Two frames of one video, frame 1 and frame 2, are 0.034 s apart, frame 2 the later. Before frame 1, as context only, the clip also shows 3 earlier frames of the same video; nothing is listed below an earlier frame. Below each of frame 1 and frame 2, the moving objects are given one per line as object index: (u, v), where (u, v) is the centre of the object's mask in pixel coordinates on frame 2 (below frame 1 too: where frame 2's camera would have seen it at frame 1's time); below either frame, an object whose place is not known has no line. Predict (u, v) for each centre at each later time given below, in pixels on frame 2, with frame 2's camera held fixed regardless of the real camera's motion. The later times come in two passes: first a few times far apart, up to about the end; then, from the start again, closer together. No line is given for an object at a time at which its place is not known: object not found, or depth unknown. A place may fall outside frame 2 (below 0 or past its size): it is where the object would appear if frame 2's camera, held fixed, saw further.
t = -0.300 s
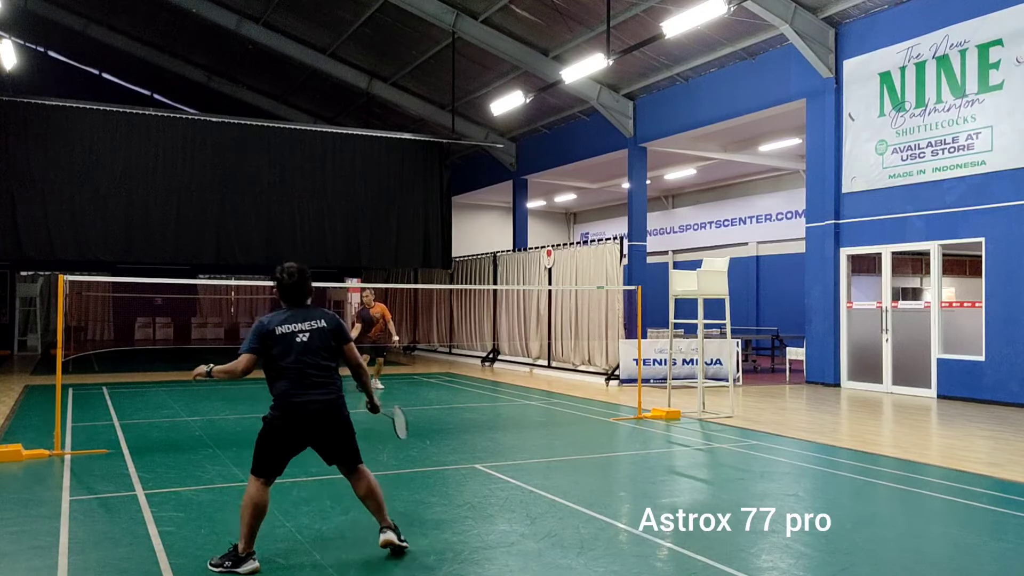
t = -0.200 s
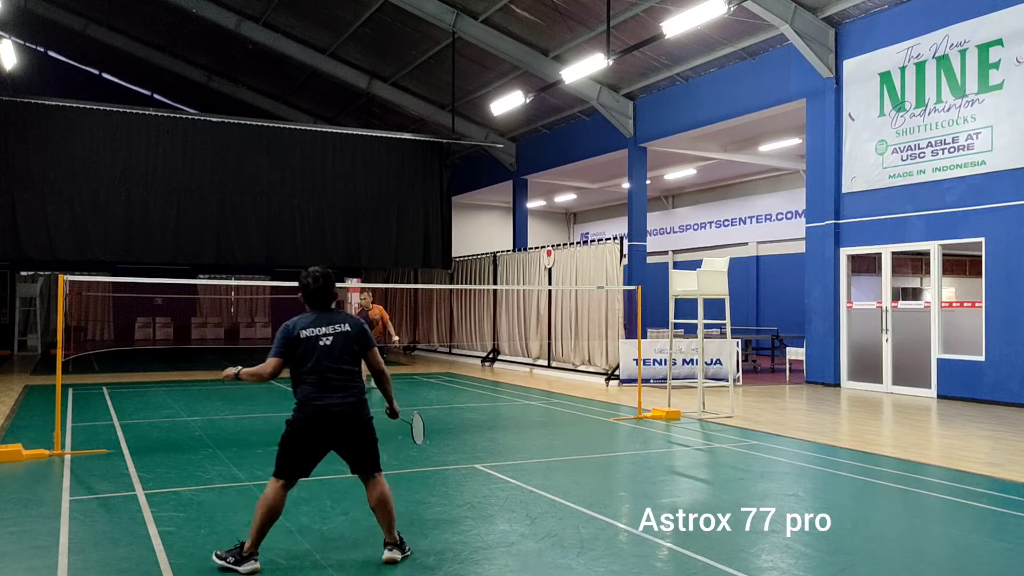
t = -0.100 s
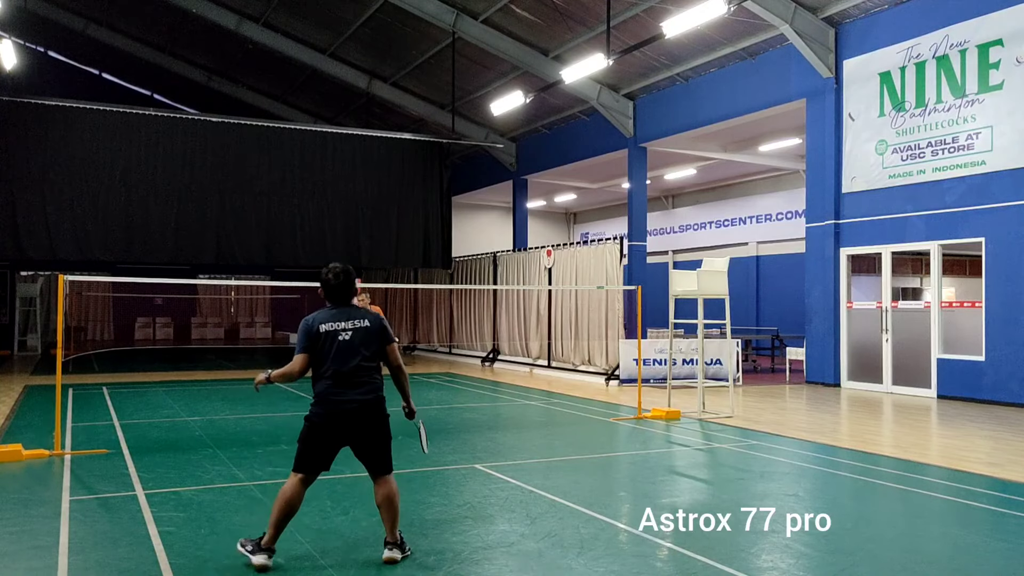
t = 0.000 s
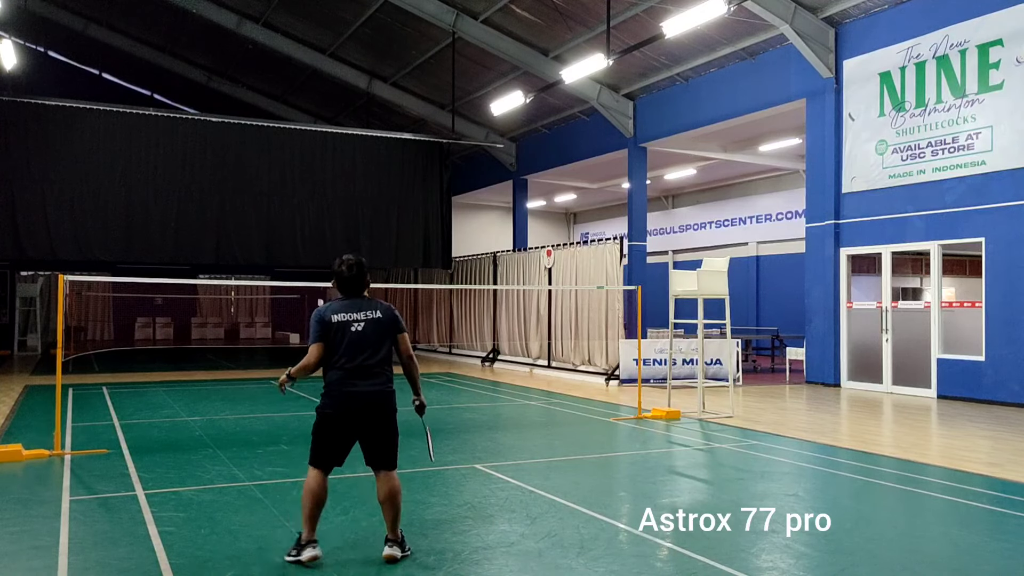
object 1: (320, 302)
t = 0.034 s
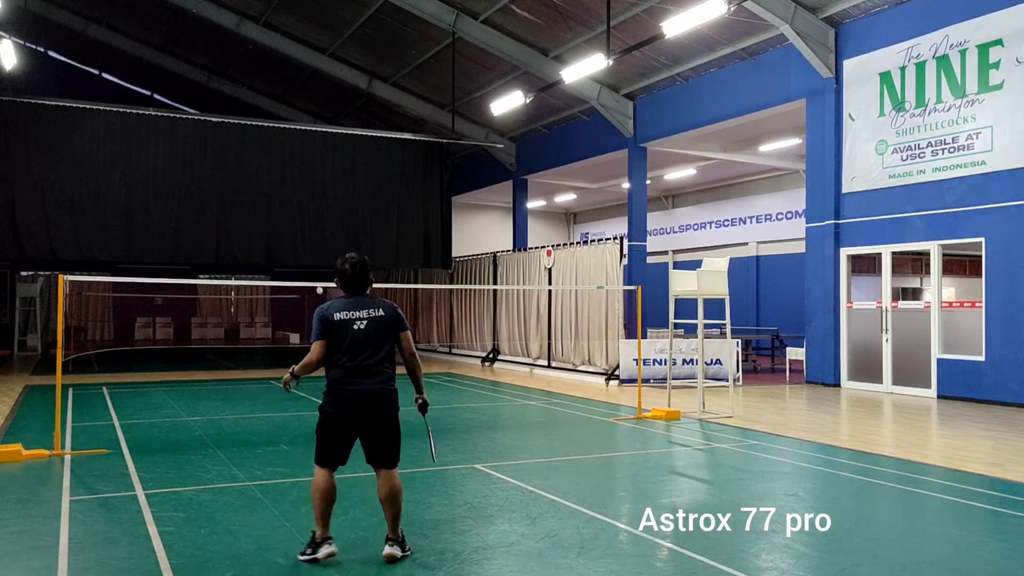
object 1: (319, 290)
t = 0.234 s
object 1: (317, 239)
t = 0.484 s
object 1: (312, 225)
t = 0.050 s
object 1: (319, 285)
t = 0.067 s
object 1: (318, 279)
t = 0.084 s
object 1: (318, 274)
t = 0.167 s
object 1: (317, 252)
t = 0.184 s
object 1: (317, 248)
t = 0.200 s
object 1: (317, 245)
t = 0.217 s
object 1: (317, 242)
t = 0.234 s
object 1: (317, 239)
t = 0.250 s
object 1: (316, 235)
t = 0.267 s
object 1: (316, 233)
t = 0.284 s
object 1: (316, 231)
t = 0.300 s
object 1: (316, 229)
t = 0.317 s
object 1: (315, 227)
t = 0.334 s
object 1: (315, 226)
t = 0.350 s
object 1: (314, 224)
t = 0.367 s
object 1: (314, 224)
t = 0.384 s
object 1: (314, 223)
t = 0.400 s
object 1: (313, 223)
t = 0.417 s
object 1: (313, 223)
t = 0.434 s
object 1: (313, 223)
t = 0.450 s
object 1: (313, 223)
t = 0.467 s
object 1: (312, 224)
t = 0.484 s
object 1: (312, 225)
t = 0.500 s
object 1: (311, 227)
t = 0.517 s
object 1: (310, 228)
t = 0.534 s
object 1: (310, 231)
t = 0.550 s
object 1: (310, 233)
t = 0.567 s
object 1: (310, 236)
